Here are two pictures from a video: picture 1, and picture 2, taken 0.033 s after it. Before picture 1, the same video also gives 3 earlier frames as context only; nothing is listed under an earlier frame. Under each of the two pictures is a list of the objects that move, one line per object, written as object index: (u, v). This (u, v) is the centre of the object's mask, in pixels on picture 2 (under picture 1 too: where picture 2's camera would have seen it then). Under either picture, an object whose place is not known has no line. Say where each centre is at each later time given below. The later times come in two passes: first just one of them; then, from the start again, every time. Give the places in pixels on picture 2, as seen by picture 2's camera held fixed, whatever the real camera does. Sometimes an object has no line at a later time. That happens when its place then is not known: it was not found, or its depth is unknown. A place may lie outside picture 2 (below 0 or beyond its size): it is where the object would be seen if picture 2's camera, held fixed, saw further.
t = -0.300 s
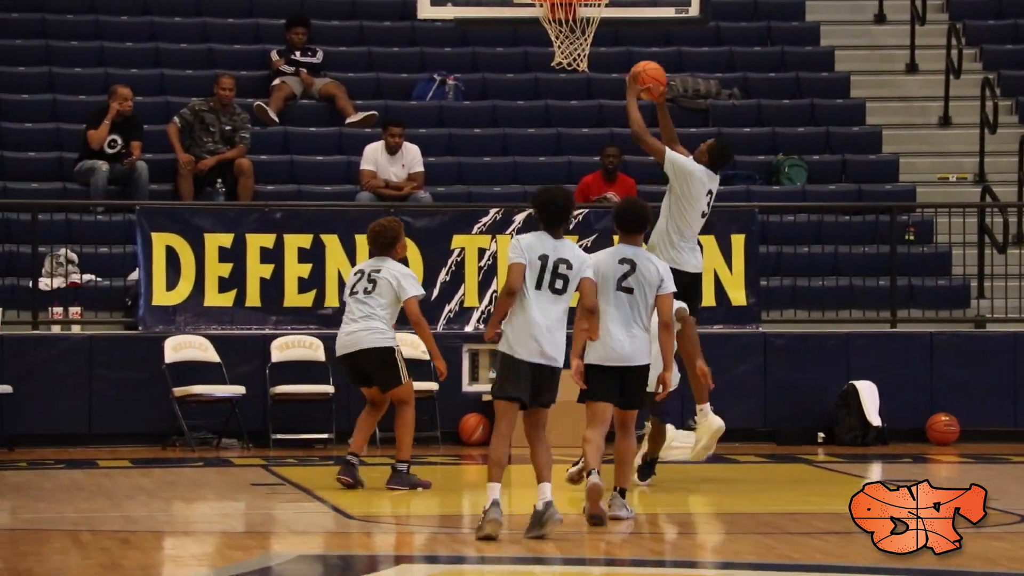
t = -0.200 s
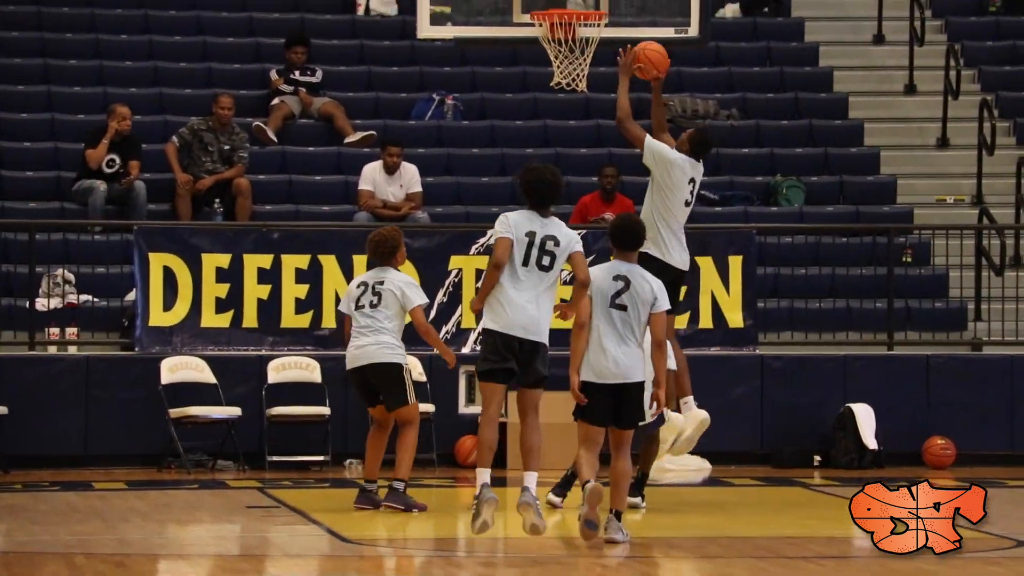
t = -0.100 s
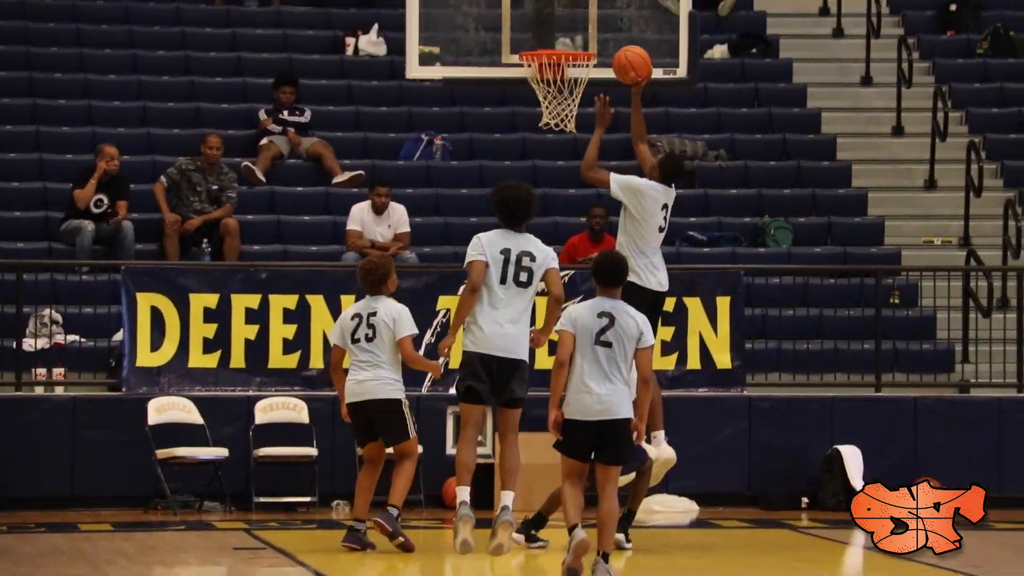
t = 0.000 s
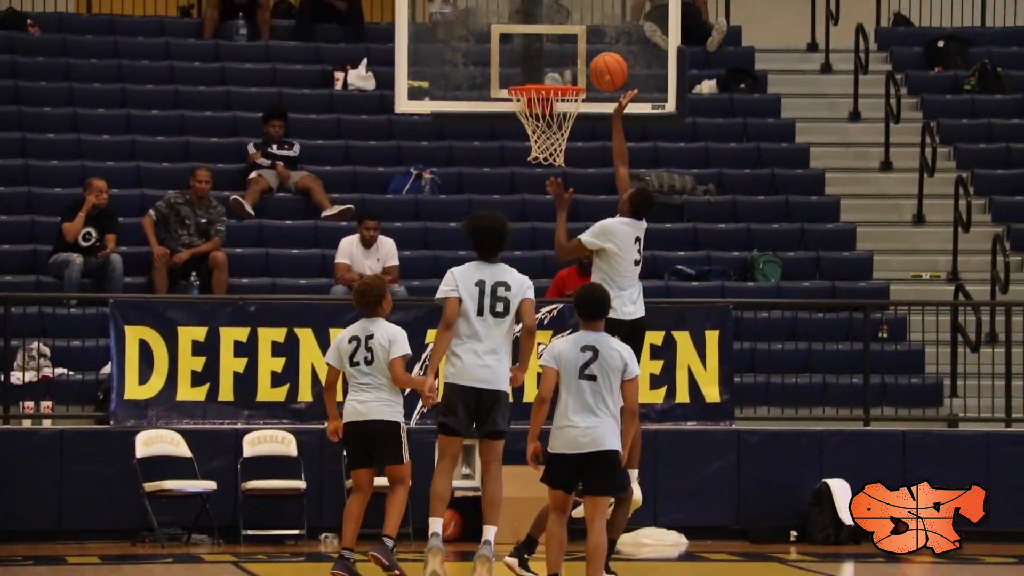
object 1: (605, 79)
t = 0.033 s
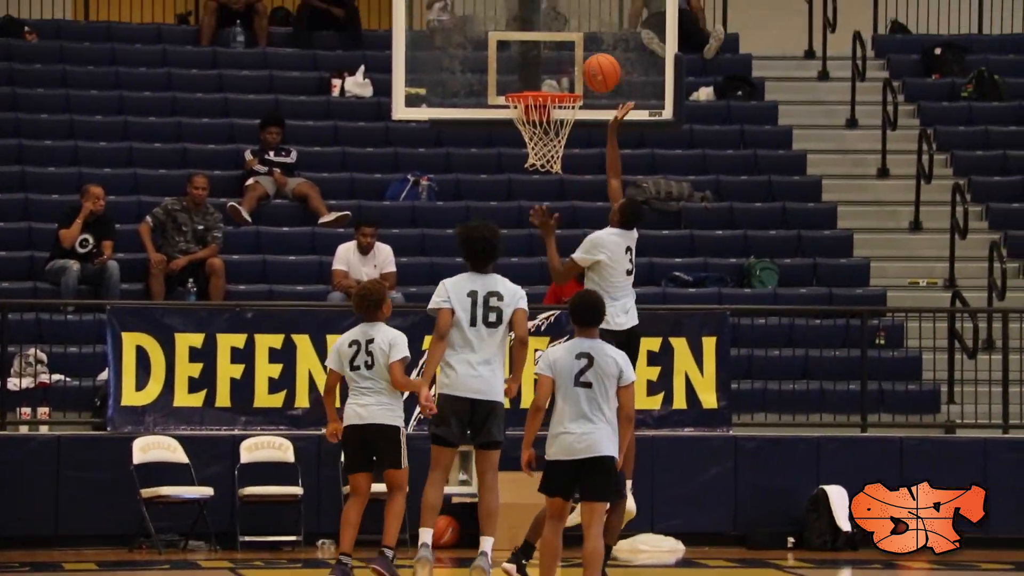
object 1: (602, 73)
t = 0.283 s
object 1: (572, 74)
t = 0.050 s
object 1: (599, 70)
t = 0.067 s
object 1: (597, 69)
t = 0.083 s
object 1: (595, 67)
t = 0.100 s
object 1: (593, 66)
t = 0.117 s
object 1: (591, 66)
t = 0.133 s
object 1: (589, 65)
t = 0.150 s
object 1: (586, 66)
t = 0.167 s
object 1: (585, 66)
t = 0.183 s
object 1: (582, 67)
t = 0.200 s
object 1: (580, 69)
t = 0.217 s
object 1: (578, 71)
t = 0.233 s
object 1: (576, 74)
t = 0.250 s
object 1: (574, 75)
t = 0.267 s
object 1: (573, 74)
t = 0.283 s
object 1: (572, 74)
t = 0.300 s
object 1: (570, 74)
